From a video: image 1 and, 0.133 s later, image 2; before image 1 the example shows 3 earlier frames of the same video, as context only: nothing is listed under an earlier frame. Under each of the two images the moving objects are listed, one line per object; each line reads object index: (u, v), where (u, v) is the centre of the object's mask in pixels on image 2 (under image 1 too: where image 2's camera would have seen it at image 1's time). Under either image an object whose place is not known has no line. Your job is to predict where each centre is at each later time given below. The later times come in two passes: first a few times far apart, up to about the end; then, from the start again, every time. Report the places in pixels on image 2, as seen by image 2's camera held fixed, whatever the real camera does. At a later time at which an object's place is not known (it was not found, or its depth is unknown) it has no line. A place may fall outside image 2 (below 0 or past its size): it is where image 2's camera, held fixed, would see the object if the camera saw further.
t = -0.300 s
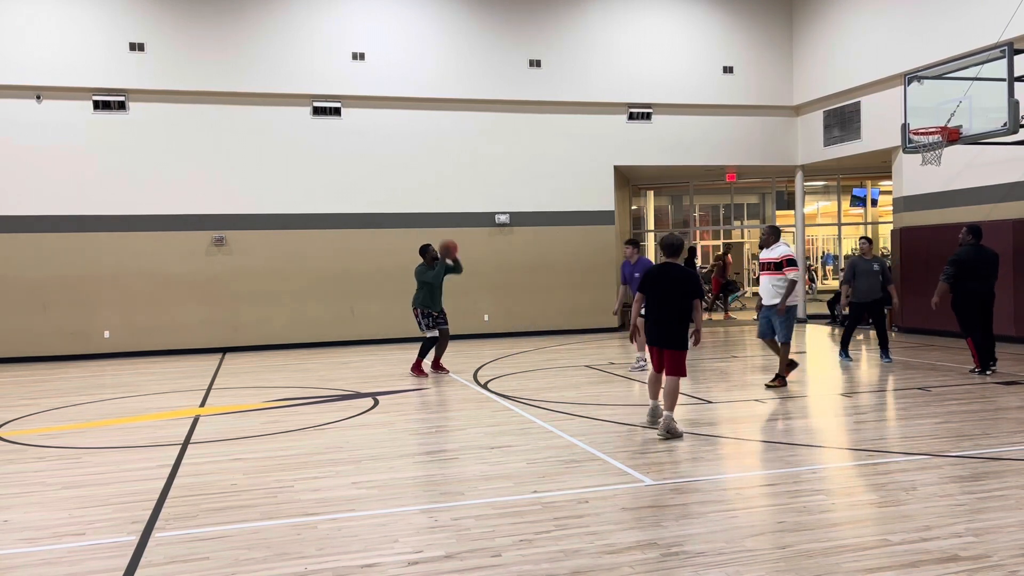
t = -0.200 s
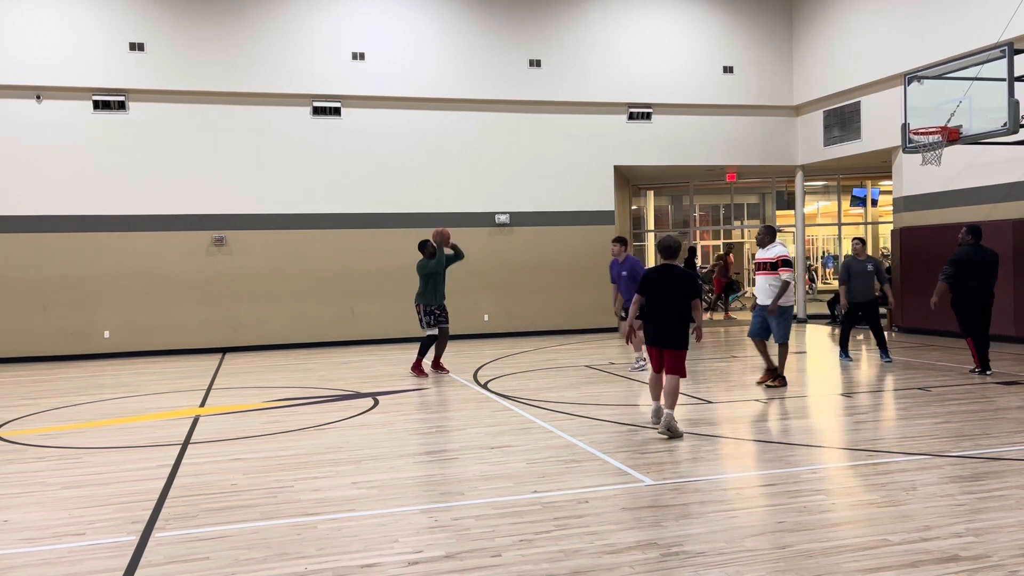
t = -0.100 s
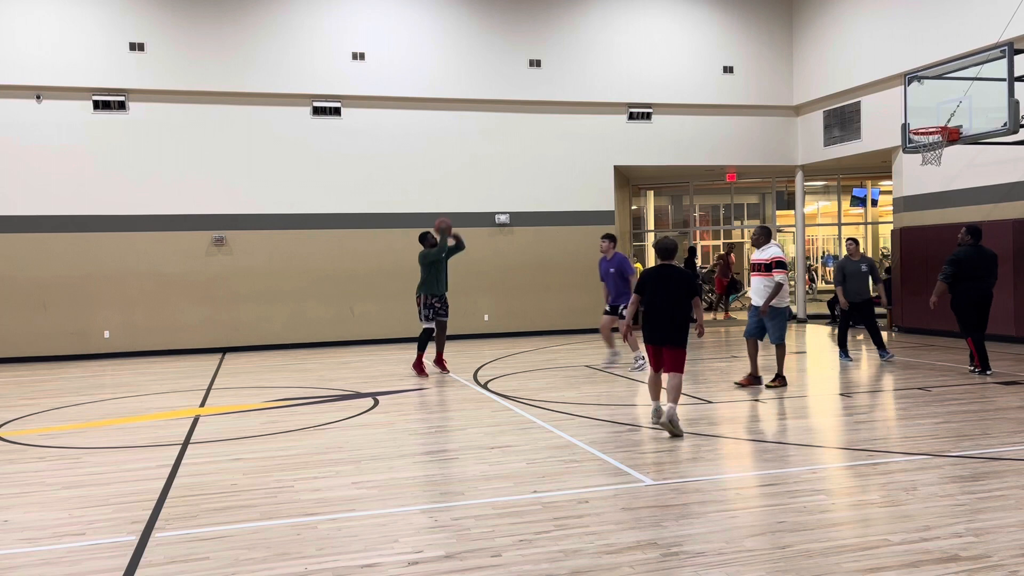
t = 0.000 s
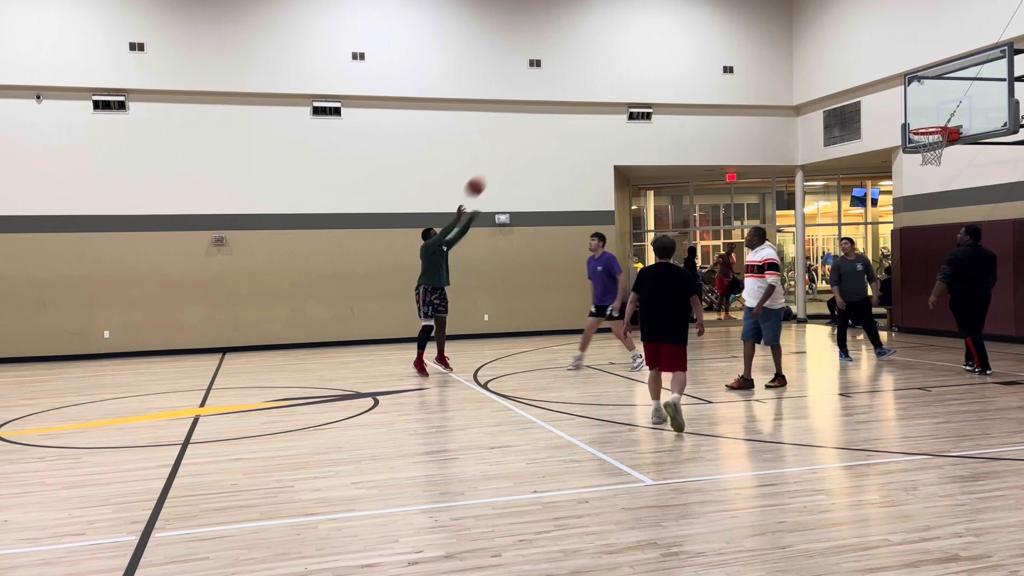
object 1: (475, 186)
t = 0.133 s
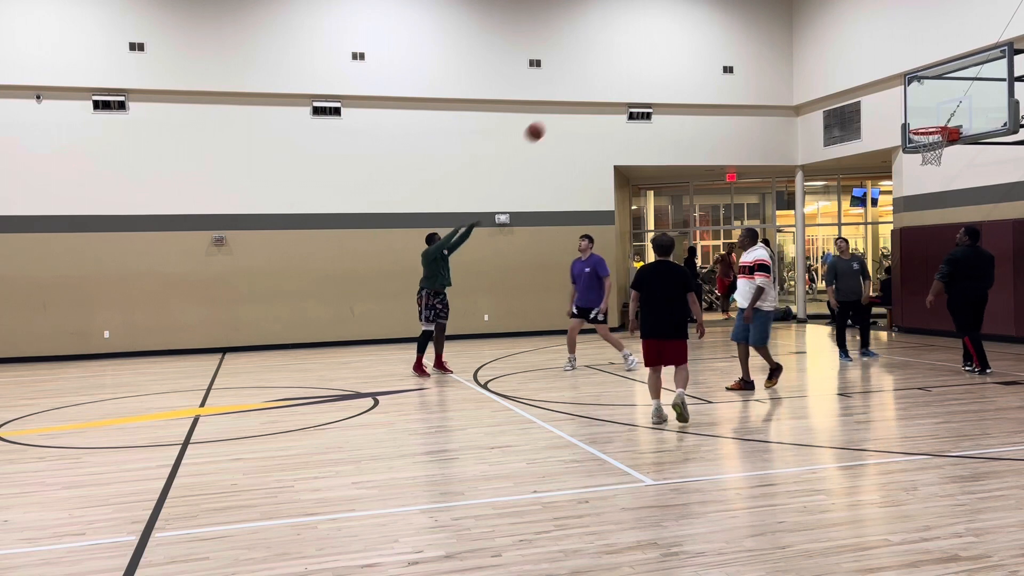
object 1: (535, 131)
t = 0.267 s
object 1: (595, 89)
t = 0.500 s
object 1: (700, 48)
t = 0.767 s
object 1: (819, 51)
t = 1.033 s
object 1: (938, 107)
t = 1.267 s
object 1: (973, 114)
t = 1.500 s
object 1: (996, 140)
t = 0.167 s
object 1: (550, 119)
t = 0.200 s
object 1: (565, 109)
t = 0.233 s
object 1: (580, 99)
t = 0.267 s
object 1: (595, 89)
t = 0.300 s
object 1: (610, 81)
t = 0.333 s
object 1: (625, 73)
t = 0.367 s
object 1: (640, 66)
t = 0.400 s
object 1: (655, 61)
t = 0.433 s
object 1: (670, 56)
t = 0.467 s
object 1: (685, 51)
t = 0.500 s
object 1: (700, 48)
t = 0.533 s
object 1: (715, 46)
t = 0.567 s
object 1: (729, 44)
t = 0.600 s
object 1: (744, 43)
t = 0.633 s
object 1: (759, 43)
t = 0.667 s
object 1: (774, 44)
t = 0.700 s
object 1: (789, 46)
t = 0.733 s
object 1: (804, 48)
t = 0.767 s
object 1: (819, 51)
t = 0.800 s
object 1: (833, 55)
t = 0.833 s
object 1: (848, 60)
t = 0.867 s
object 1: (863, 66)
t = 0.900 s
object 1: (878, 73)
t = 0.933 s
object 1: (893, 80)
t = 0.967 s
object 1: (908, 88)
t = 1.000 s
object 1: (923, 97)
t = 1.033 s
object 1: (938, 107)
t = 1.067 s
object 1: (952, 117)
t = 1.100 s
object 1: (958, 122)
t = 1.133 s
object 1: (961, 119)
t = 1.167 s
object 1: (964, 117)
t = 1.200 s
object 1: (967, 115)
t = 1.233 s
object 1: (970, 114)
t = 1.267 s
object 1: (973, 114)
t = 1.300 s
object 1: (976, 115)
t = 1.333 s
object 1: (979, 117)
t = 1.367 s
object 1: (983, 120)
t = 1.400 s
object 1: (986, 123)
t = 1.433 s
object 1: (990, 127)
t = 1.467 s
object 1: (992, 133)
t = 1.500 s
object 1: (996, 140)
